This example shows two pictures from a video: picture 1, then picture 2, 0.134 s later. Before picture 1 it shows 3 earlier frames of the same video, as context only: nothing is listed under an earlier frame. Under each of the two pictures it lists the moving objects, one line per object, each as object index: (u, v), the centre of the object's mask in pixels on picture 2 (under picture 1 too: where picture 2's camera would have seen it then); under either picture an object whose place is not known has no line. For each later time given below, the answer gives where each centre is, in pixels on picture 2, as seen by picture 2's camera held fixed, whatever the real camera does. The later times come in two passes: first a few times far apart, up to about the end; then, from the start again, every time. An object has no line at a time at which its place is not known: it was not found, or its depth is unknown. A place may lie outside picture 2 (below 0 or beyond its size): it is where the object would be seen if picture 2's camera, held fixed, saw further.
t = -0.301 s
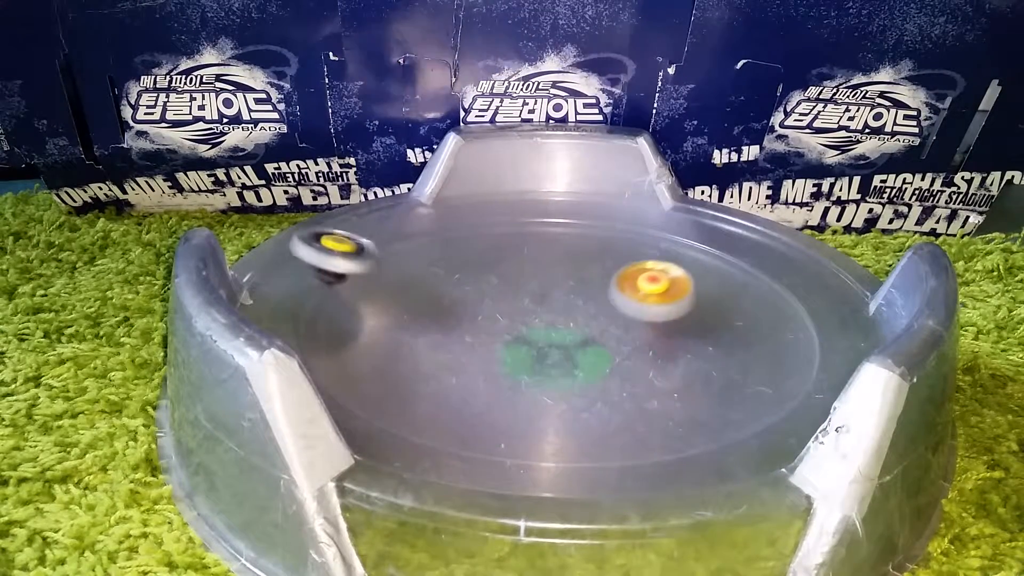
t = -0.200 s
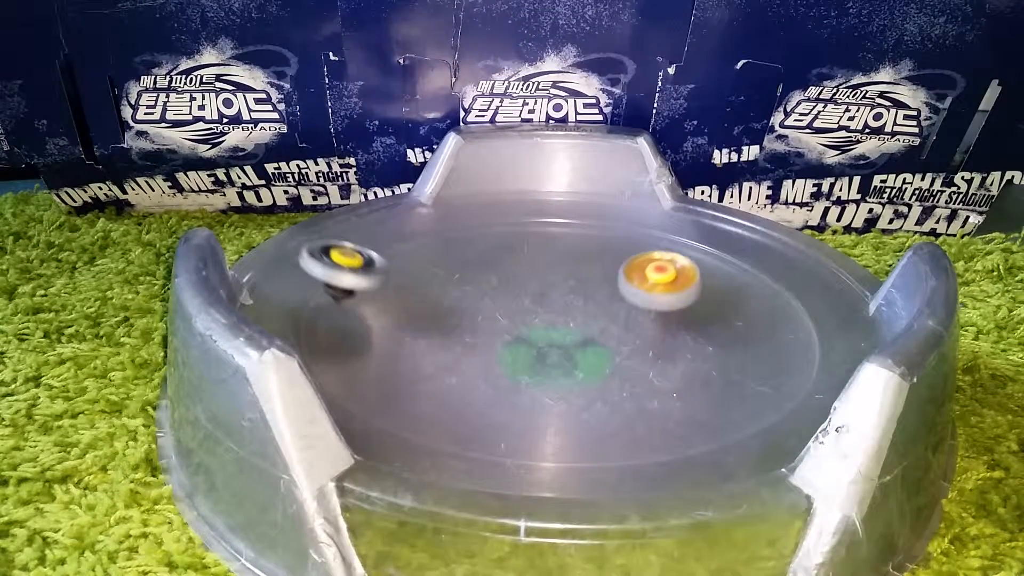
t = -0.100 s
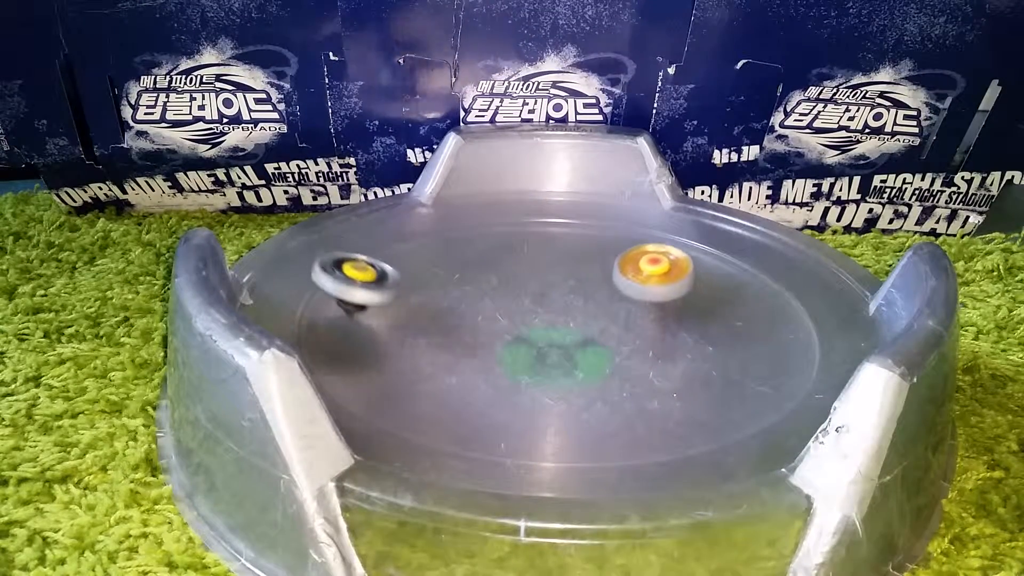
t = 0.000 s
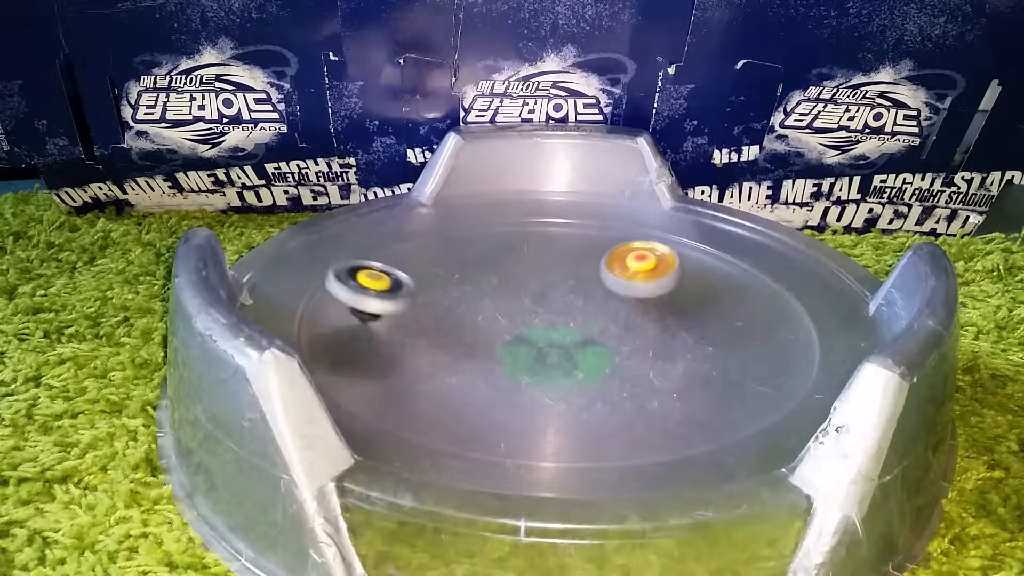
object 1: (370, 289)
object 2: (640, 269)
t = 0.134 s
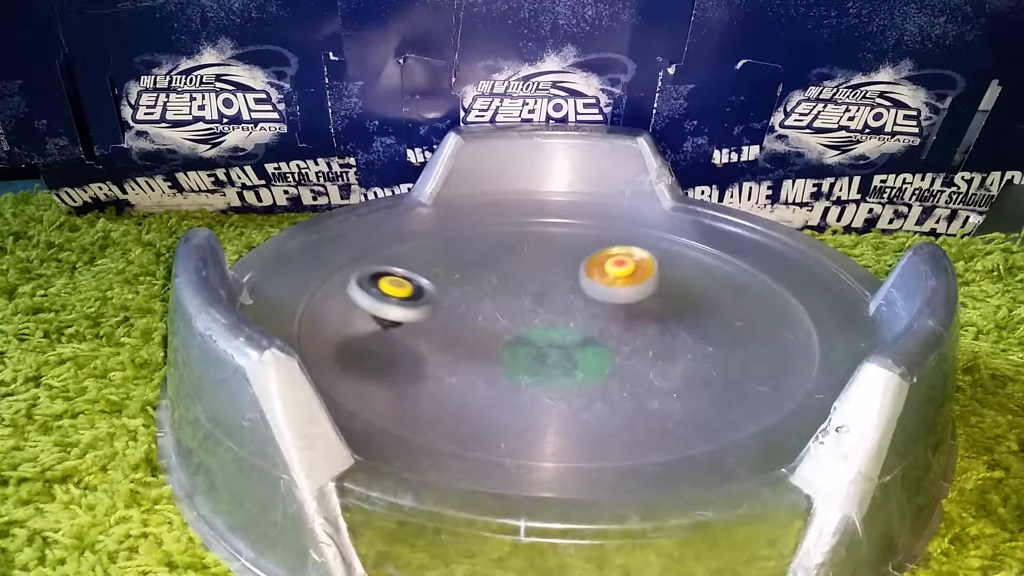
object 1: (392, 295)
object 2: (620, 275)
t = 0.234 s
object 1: (409, 297)
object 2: (611, 285)
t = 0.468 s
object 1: (454, 290)
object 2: (623, 315)
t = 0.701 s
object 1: (484, 266)
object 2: (664, 329)
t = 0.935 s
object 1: (473, 246)
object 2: (691, 325)
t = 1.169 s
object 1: (471, 251)
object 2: (672, 322)
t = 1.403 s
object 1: (491, 260)
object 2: (631, 335)
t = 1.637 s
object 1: (532, 271)
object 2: (608, 355)
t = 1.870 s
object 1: (596, 269)
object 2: (608, 366)
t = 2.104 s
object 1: (623, 246)
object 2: (601, 362)
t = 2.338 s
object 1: (610, 248)
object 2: (562, 358)
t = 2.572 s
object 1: (609, 261)
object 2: (526, 359)
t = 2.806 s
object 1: (626, 286)
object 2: (507, 359)
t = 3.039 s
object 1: (668, 305)
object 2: (507, 353)
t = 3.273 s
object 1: (703, 308)
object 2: (488, 337)
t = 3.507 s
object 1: (700, 314)
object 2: (461, 323)
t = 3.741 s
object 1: (688, 323)
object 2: (448, 318)
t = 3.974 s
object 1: (671, 332)
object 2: (462, 316)
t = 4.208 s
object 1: (648, 348)
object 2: (481, 302)
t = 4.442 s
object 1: (626, 362)
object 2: (485, 289)
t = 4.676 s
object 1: (608, 370)
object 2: (489, 284)
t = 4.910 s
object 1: (589, 371)
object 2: (508, 286)
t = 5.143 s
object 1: (566, 368)
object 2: (541, 285)
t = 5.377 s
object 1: (542, 364)
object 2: (565, 278)
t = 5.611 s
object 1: (509, 357)
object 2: (572, 275)
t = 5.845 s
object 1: (485, 349)
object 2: (579, 286)
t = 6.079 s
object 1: (467, 341)
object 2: (603, 298)
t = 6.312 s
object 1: (459, 333)
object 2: (630, 302)
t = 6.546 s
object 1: (455, 323)
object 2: (634, 304)
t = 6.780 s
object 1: (456, 312)
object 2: (629, 316)
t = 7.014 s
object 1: (462, 302)
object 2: (636, 328)
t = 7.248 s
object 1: (472, 293)
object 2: (635, 333)
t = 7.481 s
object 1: (484, 286)
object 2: (616, 340)
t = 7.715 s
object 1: (502, 280)
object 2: (592, 350)
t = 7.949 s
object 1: (521, 274)
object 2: (579, 356)
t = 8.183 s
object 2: (560, 353)
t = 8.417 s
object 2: (529, 352)
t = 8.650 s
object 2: (522, 349)
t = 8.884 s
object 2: (502, 339)
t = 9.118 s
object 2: (485, 329)
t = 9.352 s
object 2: (476, 322)
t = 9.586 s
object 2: (486, 315)
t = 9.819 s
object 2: (490, 304)
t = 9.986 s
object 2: (497, 300)
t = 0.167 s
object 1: (397, 296)
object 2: (616, 278)
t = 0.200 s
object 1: (402, 297)
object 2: (613, 281)
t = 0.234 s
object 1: (409, 297)
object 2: (611, 285)
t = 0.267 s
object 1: (416, 297)
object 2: (610, 289)
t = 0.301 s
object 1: (422, 297)
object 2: (610, 294)
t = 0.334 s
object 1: (429, 296)
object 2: (611, 298)
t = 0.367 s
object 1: (435, 295)
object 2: (612, 303)
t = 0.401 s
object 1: (442, 294)
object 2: (615, 307)
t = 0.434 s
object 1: (448, 292)
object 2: (619, 311)
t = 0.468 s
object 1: (454, 290)
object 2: (623, 315)
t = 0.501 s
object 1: (460, 288)
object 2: (628, 318)
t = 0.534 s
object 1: (466, 285)
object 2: (633, 321)
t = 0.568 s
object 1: (471, 282)
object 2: (639, 323)
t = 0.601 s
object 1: (476, 278)
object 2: (646, 325)
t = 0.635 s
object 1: (480, 274)
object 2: (652, 327)
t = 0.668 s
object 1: (483, 269)
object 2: (658, 328)
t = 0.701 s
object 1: (484, 266)
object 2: (664, 329)
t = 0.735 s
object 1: (485, 261)
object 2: (669, 329)
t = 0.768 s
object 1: (485, 258)
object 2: (674, 329)
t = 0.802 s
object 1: (484, 254)
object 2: (679, 329)
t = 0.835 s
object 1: (481, 251)
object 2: (683, 329)
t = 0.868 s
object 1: (479, 249)
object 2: (687, 328)
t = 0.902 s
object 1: (476, 247)
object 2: (689, 327)
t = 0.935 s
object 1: (473, 246)
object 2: (691, 325)
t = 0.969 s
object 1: (471, 245)
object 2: (691, 324)
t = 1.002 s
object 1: (469, 245)
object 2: (691, 323)
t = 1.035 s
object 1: (468, 246)
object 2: (689, 322)
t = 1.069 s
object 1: (468, 247)
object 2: (687, 322)
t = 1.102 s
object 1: (468, 249)
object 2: (683, 322)
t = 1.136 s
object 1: (469, 250)
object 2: (678, 321)
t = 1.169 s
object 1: (471, 251)
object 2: (672, 322)
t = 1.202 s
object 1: (473, 252)
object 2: (667, 323)
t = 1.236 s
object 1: (475, 254)
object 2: (661, 324)
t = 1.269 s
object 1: (477, 255)
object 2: (655, 326)
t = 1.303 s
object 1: (480, 257)
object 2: (649, 328)
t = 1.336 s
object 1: (483, 258)
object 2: (642, 330)
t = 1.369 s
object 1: (487, 259)
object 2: (636, 333)
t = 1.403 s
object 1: (491, 260)
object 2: (631, 335)
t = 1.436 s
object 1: (496, 262)
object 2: (626, 338)
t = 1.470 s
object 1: (501, 264)
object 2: (622, 341)
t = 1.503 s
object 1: (506, 265)
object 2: (618, 344)
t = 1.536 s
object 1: (511, 267)
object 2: (615, 347)
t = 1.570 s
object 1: (518, 268)
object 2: (612, 350)
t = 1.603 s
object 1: (525, 270)
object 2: (610, 353)
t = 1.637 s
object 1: (532, 271)
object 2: (608, 355)
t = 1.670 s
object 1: (540, 272)
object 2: (606, 358)
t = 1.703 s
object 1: (549, 272)
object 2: (605, 360)
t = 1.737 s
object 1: (558, 273)
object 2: (605, 363)
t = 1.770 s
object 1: (568, 273)
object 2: (605, 364)
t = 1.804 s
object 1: (578, 272)
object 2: (606, 365)
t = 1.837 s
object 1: (587, 271)
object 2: (607, 366)
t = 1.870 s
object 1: (596, 269)
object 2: (608, 366)
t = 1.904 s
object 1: (604, 266)
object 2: (609, 366)
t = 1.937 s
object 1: (611, 263)
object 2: (609, 366)
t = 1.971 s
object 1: (616, 259)
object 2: (608, 365)
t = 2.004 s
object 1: (620, 256)
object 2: (608, 364)
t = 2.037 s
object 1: (622, 252)
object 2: (606, 363)
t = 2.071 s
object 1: (623, 249)
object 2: (603, 362)
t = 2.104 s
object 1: (623, 246)
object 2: (601, 362)
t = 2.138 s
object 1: (622, 245)
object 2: (597, 361)
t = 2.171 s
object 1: (620, 244)
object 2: (592, 360)
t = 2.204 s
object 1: (618, 243)
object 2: (586, 360)
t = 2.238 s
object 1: (615, 244)
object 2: (580, 360)
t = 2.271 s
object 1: (613, 245)
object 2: (574, 359)
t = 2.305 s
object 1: (611, 246)
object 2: (568, 359)
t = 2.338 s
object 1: (610, 248)
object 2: (562, 358)
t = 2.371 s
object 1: (609, 249)
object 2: (556, 358)
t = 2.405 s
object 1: (608, 250)
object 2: (551, 359)
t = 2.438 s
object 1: (608, 252)
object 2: (545, 358)
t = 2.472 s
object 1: (608, 254)
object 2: (540, 359)
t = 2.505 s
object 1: (608, 256)
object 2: (535, 358)
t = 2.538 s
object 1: (609, 258)
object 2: (530, 359)
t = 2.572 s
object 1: (609, 261)
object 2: (526, 359)
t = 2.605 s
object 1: (610, 264)
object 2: (522, 359)
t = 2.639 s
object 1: (612, 267)
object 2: (518, 359)
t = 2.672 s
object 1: (614, 271)
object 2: (514, 359)
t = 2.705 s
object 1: (616, 275)
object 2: (511, 359)
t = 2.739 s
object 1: (619, 278)
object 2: (509, 359)
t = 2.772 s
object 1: (622, 282)
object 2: (508, 360)
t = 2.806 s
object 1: (626, 286)
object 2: (507, 359)
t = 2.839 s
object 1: (631, 289)
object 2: (507, 359)
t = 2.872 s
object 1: (636, 293)
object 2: (507, 359)
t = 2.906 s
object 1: (642, 296)
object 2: (507, 358)
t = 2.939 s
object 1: (647, 298)
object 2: (508, 357)
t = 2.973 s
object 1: (654, 301)
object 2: (508, 356)
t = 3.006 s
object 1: (661, 303)
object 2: (507, 355)
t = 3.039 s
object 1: (668, 305)
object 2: (507, 353)
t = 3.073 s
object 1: (675, 306)
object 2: (506, 352)
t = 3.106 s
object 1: (682, 306)
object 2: (504, 350)
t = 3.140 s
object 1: (687, 307)
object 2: (502, 348)
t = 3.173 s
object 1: (693, 307)
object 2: (498, 345)
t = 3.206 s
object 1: (697, 307)
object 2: (495, 342)
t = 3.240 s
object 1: (701, 308)
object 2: (491, 340)
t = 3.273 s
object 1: (703, 308)
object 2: (488, 337)
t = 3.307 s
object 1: (704, 309)
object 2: (484, 335)
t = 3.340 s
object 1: (704, 310)
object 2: (480, 332)
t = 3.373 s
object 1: (704, 310)
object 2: (476, 330)
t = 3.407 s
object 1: (703, 311)
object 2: (472, 328)
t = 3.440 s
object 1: (702, 312)
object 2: (468, 326)
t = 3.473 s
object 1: (701, 313)
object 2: (465, 324)
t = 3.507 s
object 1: (700, 314)
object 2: (461, 323)
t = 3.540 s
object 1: (699, 315)
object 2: (458, 321)
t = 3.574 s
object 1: (698, 317)
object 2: (455, 320)
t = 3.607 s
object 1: (696, 318)
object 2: (453, 319)
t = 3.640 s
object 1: (695, 319)
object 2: (451, 319)
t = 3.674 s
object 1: (693, 320)
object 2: (449, 318)
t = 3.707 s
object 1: (691, 321)
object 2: (448, 318)
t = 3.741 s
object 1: (688, 323)
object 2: (448, 318)
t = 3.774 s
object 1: (686, 324)
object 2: (448, 318)
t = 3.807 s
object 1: (684, 325)
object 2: (449, 318)
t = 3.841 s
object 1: (682, 326)
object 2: (450, 318)
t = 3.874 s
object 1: (680, 328)
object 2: (453, 317)
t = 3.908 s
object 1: (677, 329)
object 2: (455, 317)
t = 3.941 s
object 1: (675, 331)
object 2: (459, 317)
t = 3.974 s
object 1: (671, 332)
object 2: (462, 316)
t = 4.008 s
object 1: (668, 334)
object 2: (466, 315)
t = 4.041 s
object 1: (665, 336)
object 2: (470, 314)
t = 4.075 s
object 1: (662, 338)
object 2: (473, 312)
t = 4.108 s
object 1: (658, 340)
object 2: (476, 310)
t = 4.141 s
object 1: (655, 343)
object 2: (478, 307)
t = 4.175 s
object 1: (652, 345)
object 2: (480, 304)
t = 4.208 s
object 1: (648, 348)
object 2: (481, 302)
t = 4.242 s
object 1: (645, 350)
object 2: (482, 299)
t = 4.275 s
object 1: (642, 352)
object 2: (482, 297)
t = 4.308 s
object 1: (639, 354)
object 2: (482, 295)
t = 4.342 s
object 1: (636, 356)
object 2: (483, 293)
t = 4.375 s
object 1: (633, 358)
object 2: (483, 292)
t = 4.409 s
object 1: (629, 360)
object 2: (484, 290)
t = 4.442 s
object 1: (626, 362)
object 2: (485, 289)
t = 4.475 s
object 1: (623, 364)
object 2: (485, 288)
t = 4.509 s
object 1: (620, 365)
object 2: (486, 287)
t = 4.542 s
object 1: (617, 366)
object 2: (487, 286)
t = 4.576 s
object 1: (615, 368)
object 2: (487, 285)
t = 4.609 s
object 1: (612, 368)
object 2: (488, 284)
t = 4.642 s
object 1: (610, 369)
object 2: (488, 284)
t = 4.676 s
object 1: (608, 370)
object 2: (489, 284)
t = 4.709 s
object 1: (605, 370)
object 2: (491, 284)
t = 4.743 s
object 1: (602, 370)
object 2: (493, 284)
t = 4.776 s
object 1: (599, 371)
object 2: (495, 284)
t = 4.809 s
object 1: (597, 371)
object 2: (498, 285)
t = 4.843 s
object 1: (595, 371)
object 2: (501, 285)
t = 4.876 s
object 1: (592, 371)
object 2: (504, 286)
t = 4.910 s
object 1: (589, 371)
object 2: (508, 286)
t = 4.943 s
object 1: (587, 371)
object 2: (512, 287)
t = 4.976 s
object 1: (584, 370)
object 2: (516, 287)
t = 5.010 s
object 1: (581, 370)
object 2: (520, 287)
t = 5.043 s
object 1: (577, 369)
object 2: (525, 287)
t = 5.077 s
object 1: (574, 369)
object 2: (531, 287)
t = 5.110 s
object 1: (570, 368)
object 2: (536, 286)
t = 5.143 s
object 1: (566, 368)
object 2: (541, 285)
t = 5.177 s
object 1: (563, 367)
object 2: (545, 284)
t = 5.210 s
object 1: (559, 366)
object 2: (549, 284)
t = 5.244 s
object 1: (555, 365)
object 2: (553, 282)
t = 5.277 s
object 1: (551, 365)
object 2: (557, 281)
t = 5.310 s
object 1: (549, 364)
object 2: (560, 280)
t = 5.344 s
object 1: (545, 364)
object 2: (563, 279)
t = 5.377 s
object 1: (542, 364)
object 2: (565, 278)
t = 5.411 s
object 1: (538, 363)
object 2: (567, 277)
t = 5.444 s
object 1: (534, 363)
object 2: (568, 276)
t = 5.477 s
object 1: (530, 362)
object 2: (570, 275)
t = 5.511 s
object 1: (525, 361)
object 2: (571, 274)
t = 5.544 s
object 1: (519, 360)
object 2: (571, 274)
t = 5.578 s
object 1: (515, 358)
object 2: (572, 275)
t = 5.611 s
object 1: (509, 357)
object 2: (572, 275)
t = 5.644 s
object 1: (505, 356)
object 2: (572, 276)
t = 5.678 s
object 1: (501, 355)
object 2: (572, 277)
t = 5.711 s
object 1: (497, 354)
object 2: (573, 279)
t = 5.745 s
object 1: (493, 353)
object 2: (574, 280)
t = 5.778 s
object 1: (490, 352)
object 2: (575, 282)
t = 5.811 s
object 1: (488, 350)
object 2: (577, 284)
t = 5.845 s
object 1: (485, 349)
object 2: (579, 286)
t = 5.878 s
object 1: (482, 348)
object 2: (582, 288)
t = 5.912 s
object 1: (480, 347)
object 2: (585, 290)
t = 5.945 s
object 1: (477, 346)
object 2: (588, 292)
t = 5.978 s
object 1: (474, 345)
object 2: (591, 293)
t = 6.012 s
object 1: (472, 344)
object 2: (595, 295)
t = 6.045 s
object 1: (469, 342)
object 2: (599, 297)
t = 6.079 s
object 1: (467, 341)
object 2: (603, 298)
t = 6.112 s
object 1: (465, 340)
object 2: (608, 299)
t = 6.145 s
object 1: (464, 339)
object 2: (613, 300)
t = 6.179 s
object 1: (462, 338)
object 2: (617, 301)
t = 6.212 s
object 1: (461, 336)
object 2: (620, 301)
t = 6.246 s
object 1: (461, 335)
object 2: (624, 302)
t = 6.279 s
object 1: (460, 334)
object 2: (628, 302)
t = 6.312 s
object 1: (459, 333)
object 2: (630, 302)
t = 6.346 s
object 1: (458, 331)
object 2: (633, 302)
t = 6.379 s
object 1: (457, 330)
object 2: (634, 302)
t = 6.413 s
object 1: (456, 329)
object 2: (635, 302)
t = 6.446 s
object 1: (456, 327)
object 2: (635, 303)
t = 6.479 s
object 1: (455, 326)
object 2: (635, 303)
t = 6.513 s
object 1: (455, 324)
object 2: (635, 304)
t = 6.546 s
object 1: (455, 323)
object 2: (634, 304)
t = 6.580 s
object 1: (455, 321)
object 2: (633, 306)
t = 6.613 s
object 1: (455, 320)
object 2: (631, 307)
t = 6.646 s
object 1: (455, 319)
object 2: (630, 308)
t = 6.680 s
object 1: (455, 317)
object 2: (629, 310)
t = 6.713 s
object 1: (455, 315)
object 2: (629, 312)
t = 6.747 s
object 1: (455, 314)
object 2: (629, 314)
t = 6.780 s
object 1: (456, 312)
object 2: (629, 316)
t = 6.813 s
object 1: (456, 311)
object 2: (629, 318)
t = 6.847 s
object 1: (457, 309)
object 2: (630, 320)
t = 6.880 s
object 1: (458, 308)
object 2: (632, 322)
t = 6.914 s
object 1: (459, 306)
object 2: (633, 324)
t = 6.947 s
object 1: (460, 305)
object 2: (634, 325)
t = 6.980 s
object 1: (461, 303)
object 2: (636, 327)
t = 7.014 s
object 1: (462, 302)
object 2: (636, 328)
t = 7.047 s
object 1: (463, 301)
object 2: (637, 329)
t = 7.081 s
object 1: (465, 300)
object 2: (637, 330)
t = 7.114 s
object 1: (466, 298)
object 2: (637, 331)
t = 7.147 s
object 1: (467, 297)
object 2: (637, 331)
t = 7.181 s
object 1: (469, 296)
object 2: (637, 332)
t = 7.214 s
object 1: (470, 295)
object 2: (636, 332)
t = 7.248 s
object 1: (472, 293)
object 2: (635, 333)
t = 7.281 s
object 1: (473, 292)
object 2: (634, 333)
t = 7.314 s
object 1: (475, 291)
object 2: (632, 334)
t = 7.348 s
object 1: (477, 290)
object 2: (630, 335)
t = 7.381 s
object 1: (479, 288)
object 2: (627, 337)
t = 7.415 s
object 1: (481, 287)
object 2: (624, 338)
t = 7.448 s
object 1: (483, 287)
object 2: (620, 339)
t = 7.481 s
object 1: (484, 286)
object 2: (616, 340)
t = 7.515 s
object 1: (486, 285)
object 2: (611, 342)
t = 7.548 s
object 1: (489, 284)
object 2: (607, 343)
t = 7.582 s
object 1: (492, 283)
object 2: (604, 344)
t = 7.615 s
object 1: (495, 282)
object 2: (600, 346)
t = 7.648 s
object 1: (497, 282)
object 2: (598, 347)
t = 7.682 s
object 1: (500, 281)
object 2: (595, 349)
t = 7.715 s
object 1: (502, 280)
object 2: (592, 350)
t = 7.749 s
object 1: (505, 279)
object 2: (590, 351)
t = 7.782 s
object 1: (508, 278)
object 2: (588, 352)
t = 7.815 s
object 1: (511, 277)
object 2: (586, 353)
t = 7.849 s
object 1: (513, 276)
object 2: (584, 354)
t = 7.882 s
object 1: (516, 275)
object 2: (583, 355)
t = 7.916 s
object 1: (518, 275)
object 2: (581, 355)
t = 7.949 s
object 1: (521, 274)
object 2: (579, 356)
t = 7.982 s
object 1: (524, 274)
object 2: (577, 356)
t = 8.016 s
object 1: (526, 274)
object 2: (575, 355)
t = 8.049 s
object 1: (529, 274)
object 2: (573, 354)
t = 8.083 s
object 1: (532, 274)
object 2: (570, 354)
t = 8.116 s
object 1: (535, 273)
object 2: (568, 353)
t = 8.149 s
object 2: (564, 353)
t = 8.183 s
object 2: (560, 353)
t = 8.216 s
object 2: (555, 353)
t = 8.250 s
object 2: (550, 352)
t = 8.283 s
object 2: (546, 352)
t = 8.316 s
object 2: (541, 352)
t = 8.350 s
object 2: (536, 352)
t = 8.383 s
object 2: (532, 352)
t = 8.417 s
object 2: (529, 352)
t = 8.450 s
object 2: (527, 352)
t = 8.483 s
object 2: (526, 352)
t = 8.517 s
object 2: (525, 351)
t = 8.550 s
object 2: (525, 351)
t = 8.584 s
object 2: (524, 350)
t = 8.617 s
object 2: (523, 350)
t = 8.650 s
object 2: (522, 349)
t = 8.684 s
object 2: (521, 348)
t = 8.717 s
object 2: (518, 346)
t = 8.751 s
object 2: (515, 345)
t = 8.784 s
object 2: (512, 343)
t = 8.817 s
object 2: (508, 342)
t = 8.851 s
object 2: (505, 341)
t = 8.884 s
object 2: (502, 339)
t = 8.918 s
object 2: (499, 338)
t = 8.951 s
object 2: (497, 336)
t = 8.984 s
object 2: (495, 335)
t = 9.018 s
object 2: (492, 334)
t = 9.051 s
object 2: (490, 332)
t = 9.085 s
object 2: (487, 330)
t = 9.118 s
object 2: (485, 329)
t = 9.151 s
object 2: (484, 327)
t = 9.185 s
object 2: (482, 326)
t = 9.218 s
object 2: (481, 325)
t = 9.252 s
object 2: (479, 325)
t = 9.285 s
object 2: (477, 324)
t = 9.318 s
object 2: (476, 323)
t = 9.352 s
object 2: (476, 322)
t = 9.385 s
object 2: (476, 322)
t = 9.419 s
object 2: (477, 321)
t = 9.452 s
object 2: (479, 320)
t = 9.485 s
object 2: (480, 319)
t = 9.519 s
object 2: (482, 318)
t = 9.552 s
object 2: (484, 317)
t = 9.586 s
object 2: (486, 315)
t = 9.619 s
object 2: (487, 314)
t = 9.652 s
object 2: (488, 312)
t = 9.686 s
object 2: (488, 311)
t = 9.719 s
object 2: (488, 309)
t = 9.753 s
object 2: (489, 307)
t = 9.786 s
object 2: (490, 305)
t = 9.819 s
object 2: (490, 304)
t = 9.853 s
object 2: (491, 303)
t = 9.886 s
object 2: (492, 302)
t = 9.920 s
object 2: (493, 302)
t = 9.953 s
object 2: (494, 301)
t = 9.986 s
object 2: (497, 300)
